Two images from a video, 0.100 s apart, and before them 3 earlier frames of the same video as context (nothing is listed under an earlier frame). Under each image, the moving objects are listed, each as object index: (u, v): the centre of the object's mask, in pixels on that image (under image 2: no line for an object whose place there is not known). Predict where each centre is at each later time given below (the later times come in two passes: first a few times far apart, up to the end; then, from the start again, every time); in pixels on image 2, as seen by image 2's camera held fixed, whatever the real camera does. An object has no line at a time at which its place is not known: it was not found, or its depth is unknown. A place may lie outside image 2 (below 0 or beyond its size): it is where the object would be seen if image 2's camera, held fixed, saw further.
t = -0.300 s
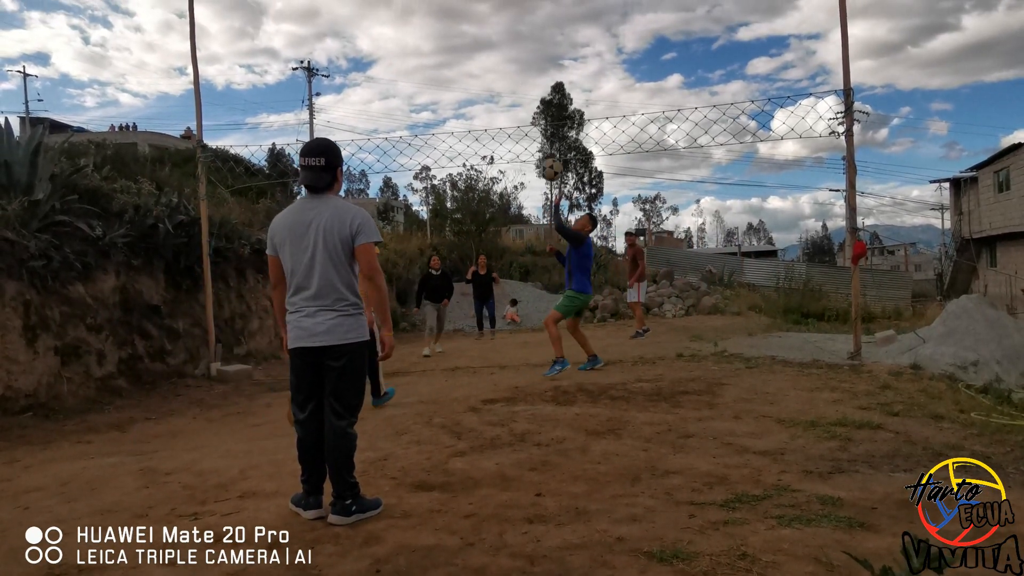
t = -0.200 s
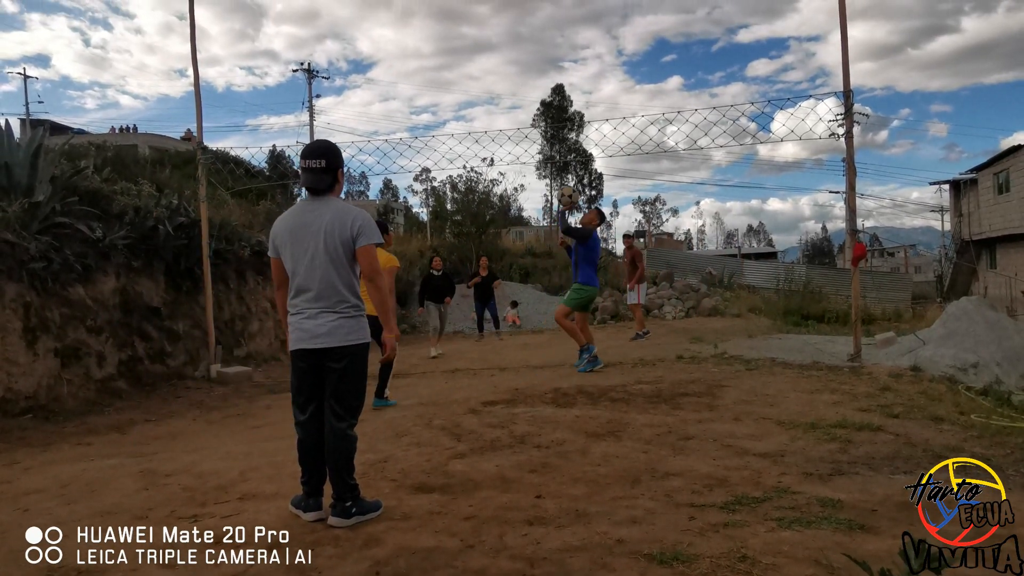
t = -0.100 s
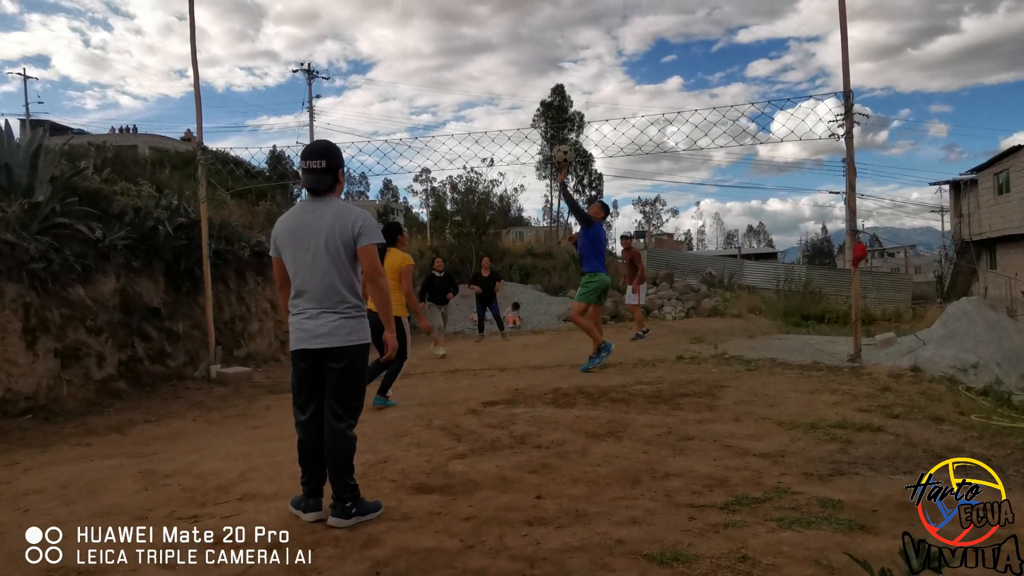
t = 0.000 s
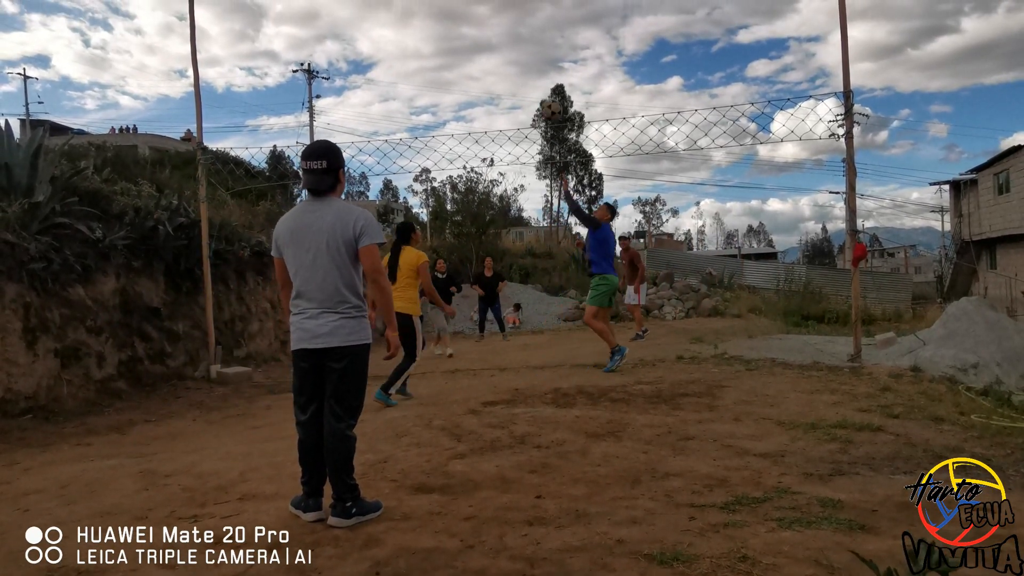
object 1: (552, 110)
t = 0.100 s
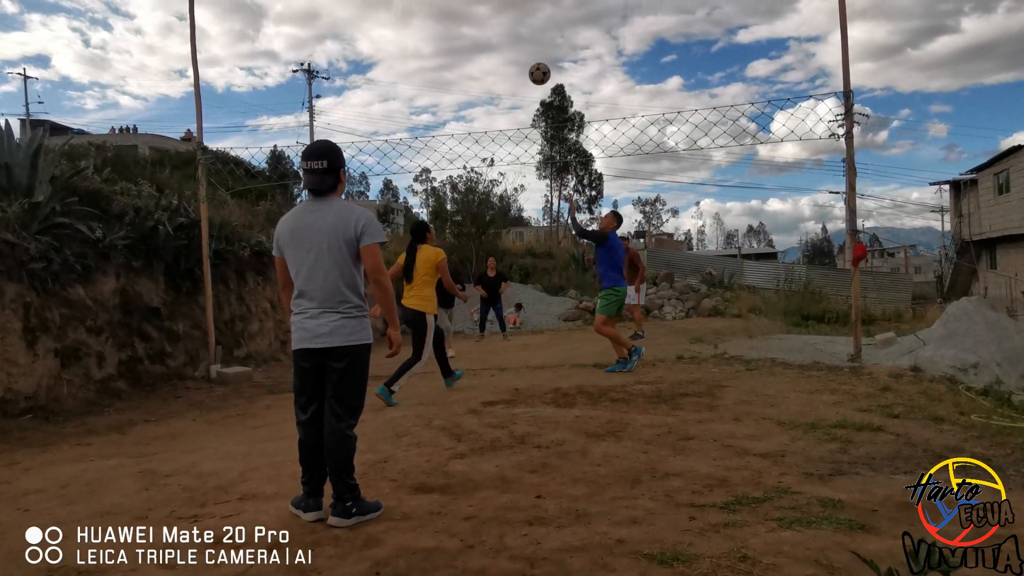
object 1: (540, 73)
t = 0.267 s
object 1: (521, 35)
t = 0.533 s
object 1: (493, 32)
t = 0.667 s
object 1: (480, 57)
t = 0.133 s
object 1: (536, 64)
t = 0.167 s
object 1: (532, 55)
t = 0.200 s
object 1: (528, 47)
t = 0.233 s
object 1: (524, 41)
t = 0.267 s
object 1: (521, 35)
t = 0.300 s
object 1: (517, 31)
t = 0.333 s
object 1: (515, 27)
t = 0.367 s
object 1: (511, 25)
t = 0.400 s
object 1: (507, 24)
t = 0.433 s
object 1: (503, 25)
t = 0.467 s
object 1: (500, 26)
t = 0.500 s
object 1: (496, 28)
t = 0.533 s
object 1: (493, 32)
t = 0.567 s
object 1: (490, 36)
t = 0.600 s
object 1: (486, 42)
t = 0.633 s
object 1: (483, 49)
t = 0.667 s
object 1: (480, 57)
